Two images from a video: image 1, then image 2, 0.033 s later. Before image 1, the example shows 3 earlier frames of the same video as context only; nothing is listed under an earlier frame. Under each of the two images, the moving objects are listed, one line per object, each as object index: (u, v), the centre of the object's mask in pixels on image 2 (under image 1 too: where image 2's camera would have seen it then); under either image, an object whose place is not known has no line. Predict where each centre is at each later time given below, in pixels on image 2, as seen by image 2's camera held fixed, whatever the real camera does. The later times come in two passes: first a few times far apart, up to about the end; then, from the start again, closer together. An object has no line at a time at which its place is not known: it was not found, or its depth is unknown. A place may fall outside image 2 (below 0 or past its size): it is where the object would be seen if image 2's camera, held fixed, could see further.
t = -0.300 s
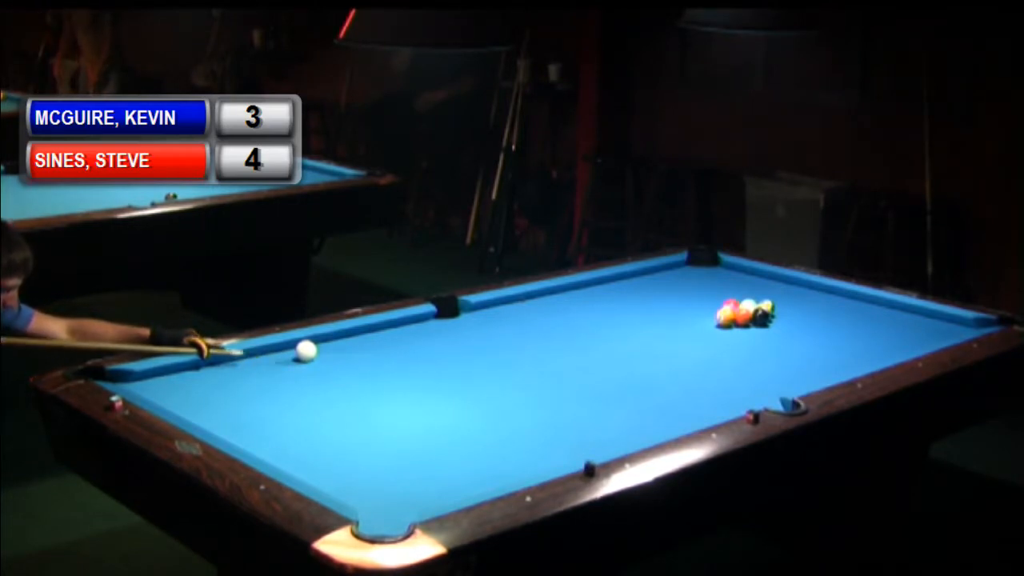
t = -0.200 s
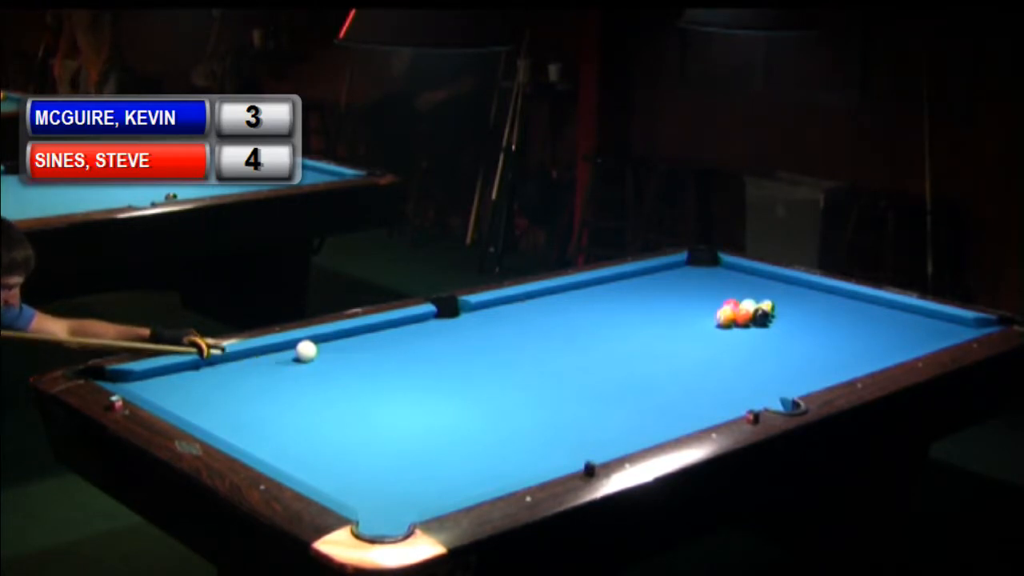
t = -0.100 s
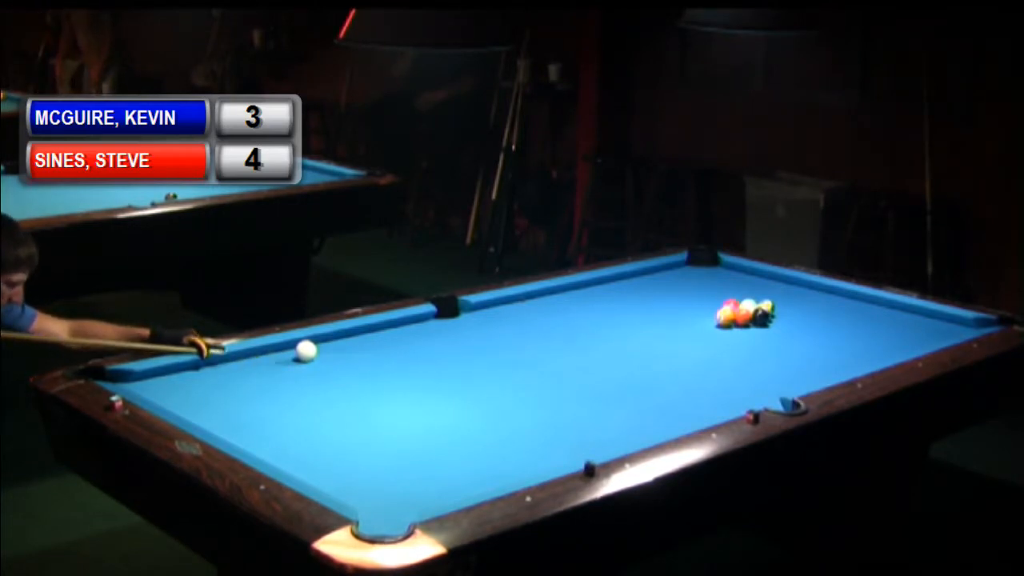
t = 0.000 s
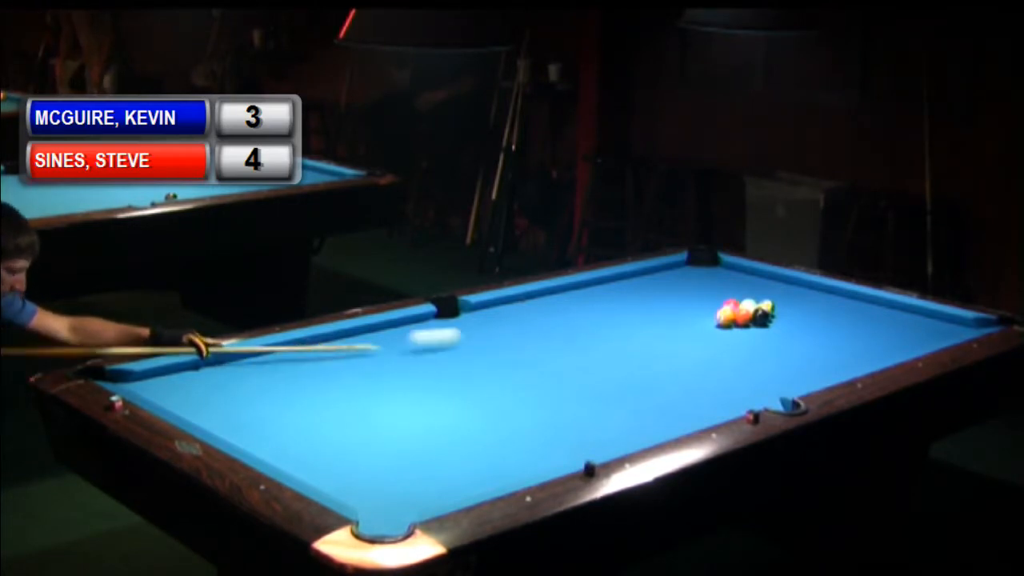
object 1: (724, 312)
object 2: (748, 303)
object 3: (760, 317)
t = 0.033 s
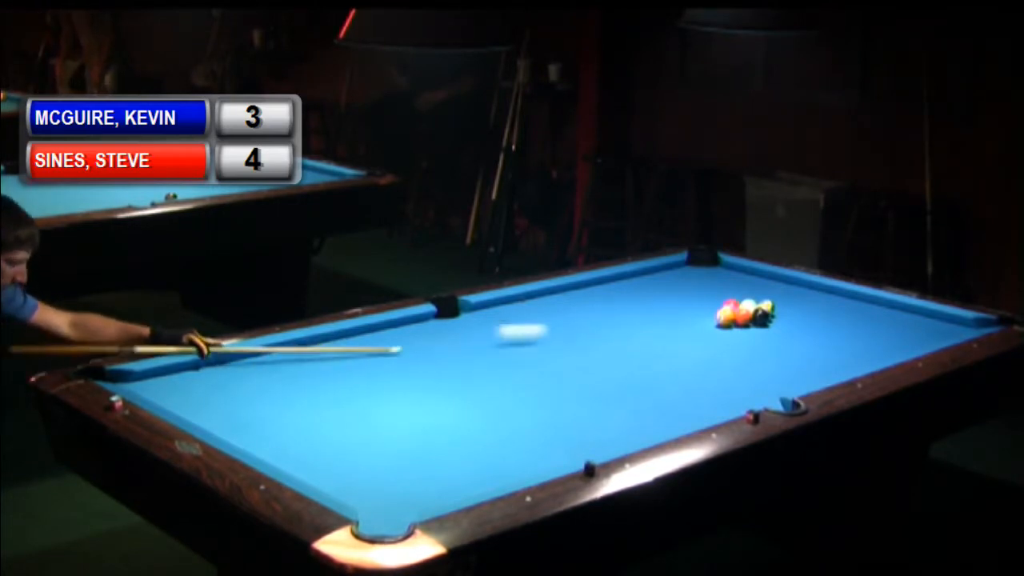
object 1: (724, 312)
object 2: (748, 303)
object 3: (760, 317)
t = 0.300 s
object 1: (727, 329)
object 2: (757, 289)
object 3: (935, 323)
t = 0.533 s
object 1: (728, 348)
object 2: (762, 273)
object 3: (821, 293)
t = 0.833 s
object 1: (729, 371)
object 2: (712, 271)
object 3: (693, 275)
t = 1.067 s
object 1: (730, 391)
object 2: (680, 266)
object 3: (641, 282)
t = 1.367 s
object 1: (712, 408)
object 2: (682, 270)
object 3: (623, 306)
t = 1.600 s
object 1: (671, 411)
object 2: (688, 275)
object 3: (588, 322)
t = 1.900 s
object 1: (617, 414)
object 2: (695, 281)
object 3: (535, 340)
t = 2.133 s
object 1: (577, 417)
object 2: (701, 285)
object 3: (491, 356)
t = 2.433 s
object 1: (529, 422)
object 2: (708, 291)
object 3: (430, 377)
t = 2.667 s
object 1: (492, 424)
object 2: (712, 294)
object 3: (379, 395)
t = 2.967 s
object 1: (449, 427)
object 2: (717, 299)
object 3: (314, 418)
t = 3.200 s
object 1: (416, 429)
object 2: (721, 301)
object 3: (258, 437)
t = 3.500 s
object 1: (376, 433)
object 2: (724, 304)
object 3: (282, 443)
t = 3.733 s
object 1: (347, 434)
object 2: (725, 305)
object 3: (325, 442)
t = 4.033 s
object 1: (331, 426)
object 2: (725, 306)
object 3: (359, 450)
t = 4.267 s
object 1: (320, 421)
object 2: (726, 306)
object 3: (358, 455)
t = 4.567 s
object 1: (307, 416)
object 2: (726, 306)
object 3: (351, 460)
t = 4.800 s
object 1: (297, 412)
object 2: (725, 306)
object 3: (347, 464)
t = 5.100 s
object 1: (287, 408)
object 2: (726, 306)
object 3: (342, 468)
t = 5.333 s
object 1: (280, 406)
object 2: (725, 306)
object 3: (340, 470)
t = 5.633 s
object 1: (272, 403)
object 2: (726, 306)
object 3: (337, 471)
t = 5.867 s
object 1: (268, 401)
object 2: (725, 306)
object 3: (336, 472)
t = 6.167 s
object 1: (265, 400)
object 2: (726, 305)
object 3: (336, 472)
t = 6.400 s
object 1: (264, 399)
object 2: (726, 306)
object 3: (336, 472)
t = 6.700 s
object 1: (263, 399)
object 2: (726, 305)
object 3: (336, 472)
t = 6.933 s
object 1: (263, 399)
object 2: (726, 305)
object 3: (336, 472)
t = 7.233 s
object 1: (263, 398)
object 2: (726, 305)
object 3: (336, 472)
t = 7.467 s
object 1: (263, 398)
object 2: (725, 305)
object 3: (336, 472)
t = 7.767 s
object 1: (263, 399)
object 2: (726, 305)
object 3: (336, 472)
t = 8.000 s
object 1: (263, 399)
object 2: (726, 305)
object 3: (336, 472)
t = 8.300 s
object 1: (263, 399)
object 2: (726, 306)
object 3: (336, 472)
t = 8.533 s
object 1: (263, 399)
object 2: (726, 305)
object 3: (336, 472)
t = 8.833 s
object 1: (263, 399)
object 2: (726, 305)
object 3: (336, 472)
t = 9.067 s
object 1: (263, 399)
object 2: (726, 305)
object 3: (336, 472)
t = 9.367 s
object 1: (263, 399)
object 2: (726, 306)
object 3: (336, 472)
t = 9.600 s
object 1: (263, 399)
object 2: (726, 305)
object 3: (336, 472)
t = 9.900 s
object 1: (263, 398)
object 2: (726, 305)
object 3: (336, 472)
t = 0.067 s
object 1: (724, 312)
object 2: (748, 303)
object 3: (760, 317)
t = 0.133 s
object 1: (725, 312)
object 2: (749, 302)
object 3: (796, 322)
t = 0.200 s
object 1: (726, 323)
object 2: (753, 298)
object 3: (898, 330)
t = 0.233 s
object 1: (726, 325)
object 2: (755, 295)
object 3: (946, 331)
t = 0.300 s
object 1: (727, 329)
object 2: (757, 289)
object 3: (935, 323)
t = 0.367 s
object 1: (727, 334)
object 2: (759, 284)
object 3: (903, 309)
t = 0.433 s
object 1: (727, 340)
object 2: (761, 279)
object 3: (871, 300)
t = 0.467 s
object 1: (727, 343)
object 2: (762, 276)
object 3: (853, 298)
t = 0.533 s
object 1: (728, 348)
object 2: (762, 273)
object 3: (821, 293)
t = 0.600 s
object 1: (728, 354)
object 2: (750, 273)
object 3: (791, 289)
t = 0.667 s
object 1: (728, 358)
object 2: (738, 272)
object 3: (763, 285)
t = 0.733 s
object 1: (728, 364)
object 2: (726, 271)
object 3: (735, 280)
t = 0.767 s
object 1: (728, 366)
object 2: (722, 269)
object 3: (721, 278)
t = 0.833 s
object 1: (729, 371)
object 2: (712, 271)
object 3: (693, 275)
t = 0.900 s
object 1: (729, 377)
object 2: (702, 269)
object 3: (665, 274)
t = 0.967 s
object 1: (730, 382)
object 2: (693, 268)
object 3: (646, 273)
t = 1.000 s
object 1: (730, 385)
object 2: (688, 267)
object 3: (644, 277)
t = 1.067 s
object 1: (730, 391)
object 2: (680, 266)
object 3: (641, 282)
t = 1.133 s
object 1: (731, 397)
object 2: (676, 265)
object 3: (637, 287)
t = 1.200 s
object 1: (731, 401)
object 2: (678, 267)
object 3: (634, 292)
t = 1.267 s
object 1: (731, 405)
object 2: (680, 268)
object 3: (629, 298)
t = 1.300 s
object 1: (725, 406)
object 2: (680, 269)
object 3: (628, 301)
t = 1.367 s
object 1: (712, 408)
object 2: (682, 270)
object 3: (623, 306)
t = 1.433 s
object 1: (700, 410)
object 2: (684, 272)
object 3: (617, 312)
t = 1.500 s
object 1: (689, 411)
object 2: (686, 273)
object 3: (606, 315)
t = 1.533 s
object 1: (683, 411)
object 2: (687, 274)
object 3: (600, 318)
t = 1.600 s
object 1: (671, 411)
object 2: (688, 275)
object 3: (588, 322)
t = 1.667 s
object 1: (659, 411)
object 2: (690, 276)
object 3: (577, 325)
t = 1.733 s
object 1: (647, 412)
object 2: (692, 278)
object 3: (565, 330)
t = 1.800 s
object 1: (635, 413)
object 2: (693, 279)
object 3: (554, 334)
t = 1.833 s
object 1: (629, 413)
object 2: (694, 279)
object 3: (547, 336)
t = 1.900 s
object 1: (617, 414)
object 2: (695, 281)
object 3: (535, 340)
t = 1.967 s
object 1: (605, 414)
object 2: (697, 282)
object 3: (523, 345)
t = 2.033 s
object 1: (594, 415)
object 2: (699, 283)
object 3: (510, 349)
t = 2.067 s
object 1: (588, 416)
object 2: (699, 284)
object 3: (504, 351)
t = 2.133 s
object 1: (577, 417)
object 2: (701, 285)
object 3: (491, 356)
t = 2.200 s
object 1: (566, 418)
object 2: (702, 287)
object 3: (477, 360)
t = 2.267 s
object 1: (555, 420)
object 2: (704, 288)
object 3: (464, 365)
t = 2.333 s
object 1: (544, 420)
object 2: (705, 289)
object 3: (450, 370)
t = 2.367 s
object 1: (539, 421)
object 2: (706, 290)
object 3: (443, 373)
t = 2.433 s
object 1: (529, 422)
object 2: (708, 291)
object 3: (430, 377)
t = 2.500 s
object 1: (518, 423)
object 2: (709, 292)
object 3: (415, 382)
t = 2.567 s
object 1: (507, 423)
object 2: (710, 293)
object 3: (401, 388)
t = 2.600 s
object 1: (502, 424)
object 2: (711, 293)
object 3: (393, 390)
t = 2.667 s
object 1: (492, 424)
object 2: (712, 294)
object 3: (379, 395)
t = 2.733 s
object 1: (484, 425)
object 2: (713, 295)
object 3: (368, 399)
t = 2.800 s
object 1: (474, 426)
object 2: (714, 296)
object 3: (353, 404)
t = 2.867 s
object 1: (464, 426)
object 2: (716, 297)
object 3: (337, 409)
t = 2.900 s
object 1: (459, 426)
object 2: (716, 298)
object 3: (330, 412)
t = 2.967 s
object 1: (449, 427)
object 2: (717, 299)
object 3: (314, 418)
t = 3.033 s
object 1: (439, 427)
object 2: (719, 299)
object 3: (298, 423)
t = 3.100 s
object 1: (430, 428)
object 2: (720, 300)
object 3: (282, 429)
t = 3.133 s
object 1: (425, 429)
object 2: (720, 301)
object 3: (274, 431)
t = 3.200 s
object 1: (416, 429)
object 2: (721, 301)
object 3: (258, 437)
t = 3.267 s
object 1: (407, 430)
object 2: (722, 302)
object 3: (243, 439)
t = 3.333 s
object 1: (398, 431)
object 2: (723, 303)
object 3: (250, 442)
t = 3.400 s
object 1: (389, 431)
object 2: (724, 303)
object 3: (262, 443)
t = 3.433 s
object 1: (384, 432)
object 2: (724, 304)
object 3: (269, 443)
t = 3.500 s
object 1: (376, 433)
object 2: (724, 304)
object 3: (282, 443)
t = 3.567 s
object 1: (367, 433)
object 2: (724, 305)
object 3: (294, 442)
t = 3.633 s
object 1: (358, 434)
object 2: (725, 305)
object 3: (307, 442)
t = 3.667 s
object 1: (355, 434)
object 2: (725, 305)
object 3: (313, 442)
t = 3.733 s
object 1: (347, 434)
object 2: (725, 305)
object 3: (325, 442)
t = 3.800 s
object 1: (345, 429)
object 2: (725, 306)
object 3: (334, 442)
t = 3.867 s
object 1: (337, 429)
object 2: (725, 305)
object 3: (342, 445)
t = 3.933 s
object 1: (335, 429)
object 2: (725, 306)
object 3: (349, 446)
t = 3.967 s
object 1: (334, 428)
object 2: (725, 306)
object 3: (353, 447)
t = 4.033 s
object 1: (331, 426)
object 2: (725, 306)
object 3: (359, 450)
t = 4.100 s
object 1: (328, 425)
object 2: (725, 306)
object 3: (362, 451)
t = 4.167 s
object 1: (325, 423)
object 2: (725, 306)
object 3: (360, 453)
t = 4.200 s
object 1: (323, 422)
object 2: (725, 306)
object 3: (359, 453)
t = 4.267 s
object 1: (320, 421)
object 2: (726, 306)
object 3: (358, 455)
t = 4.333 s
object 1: (317, 420)
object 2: (726, 306)
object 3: (356, 456)
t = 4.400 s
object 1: (314, 419)
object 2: (726, 306)
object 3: (355, 457)
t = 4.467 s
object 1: (311, 417)
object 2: (726, 306)
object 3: (353, 459)
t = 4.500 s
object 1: (310, 417)
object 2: (726, 306)
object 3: (353, 459)
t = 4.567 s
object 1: (307, 416)
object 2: (726, 306)
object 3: (351, 460)
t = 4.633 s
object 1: (304, 414)
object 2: (725, 306)
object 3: (350, 462)
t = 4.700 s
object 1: (301, 413)
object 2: (725, 306)
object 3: (348, 463)
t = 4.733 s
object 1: (300, 413)
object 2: (725, 306)
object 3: (348, 463)
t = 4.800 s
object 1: (297, 412)
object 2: (725, 306)
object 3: (347, 464)
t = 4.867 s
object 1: (295, 411)
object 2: (725, 306)
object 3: (346, 465)
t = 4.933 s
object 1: (292, 410)
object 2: (726, 306)
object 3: (345, 466)
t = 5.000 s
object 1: (290, 409)
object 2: (726, 306)
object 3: (344, 467)
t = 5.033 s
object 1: (289, 409)
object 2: (726, 306)
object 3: (343, 467)
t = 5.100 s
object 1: (287, 408)
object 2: (726, 306)
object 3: (342, 468)
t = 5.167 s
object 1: (284, 407)
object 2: (726, 306)
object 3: (342, 469)
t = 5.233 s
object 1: (283, 407)
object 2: (726, 306)
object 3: (341, 469)
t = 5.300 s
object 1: (281, 406)
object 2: (726, 306)
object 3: (340, 470)
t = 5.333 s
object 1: (280, 406)
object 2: (725, 306)
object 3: (340, 470)
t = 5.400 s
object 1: (278, 405)
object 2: (726, 306)
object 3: (339, 470)
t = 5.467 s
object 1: (276, 404)
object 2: (726, 306)
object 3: (339, 471)
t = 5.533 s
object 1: (275, 404)
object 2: (726, 306)
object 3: (338, 471)
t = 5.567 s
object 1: (274, 403)
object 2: (726, 306)
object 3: (338, 471)
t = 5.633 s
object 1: (272, 403)
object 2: (726, 306)
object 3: (337, 471)
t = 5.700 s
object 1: (271, 402)
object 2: (726, 306)
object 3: (337, 472)
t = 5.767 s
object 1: (270, 402)
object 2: (725, 306)
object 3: (336, 472)
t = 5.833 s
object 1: (269, 402)
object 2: (725, 306)
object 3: (336, 472)
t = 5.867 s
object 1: (268, 401)
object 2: (725, 306)
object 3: (336, 472)
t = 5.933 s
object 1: (267, 401)
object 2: (725, 306)
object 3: (336, 472)
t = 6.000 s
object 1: (267, 400)
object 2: (725, 306)
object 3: (336, 472)
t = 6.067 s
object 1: (266, 400)
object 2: (725, 305)
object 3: (336, 472)
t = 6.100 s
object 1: (266, 400)
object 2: (725, 305)
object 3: (336, 472)
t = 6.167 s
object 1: (265, 400)
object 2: (726, 305)
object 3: (336, 472)
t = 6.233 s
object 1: (264, 400)
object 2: (725, 306)
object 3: (336, 472)
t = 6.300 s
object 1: (264, 399)
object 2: (726, 305)
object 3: (336, 472)
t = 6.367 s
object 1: (264, 399)
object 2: (726, 305)
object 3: (336, 472)
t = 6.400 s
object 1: (264, 399)
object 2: (726, 306)
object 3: (336, 472)
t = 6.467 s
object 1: (264, 399)
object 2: (726, 305)
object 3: (336, 472)
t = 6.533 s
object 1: (264, 399)
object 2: (726, 305)
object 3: (336, 472)
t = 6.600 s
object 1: (263, 399)
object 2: (726, 305)
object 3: (336, 472)
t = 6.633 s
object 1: (263, 399)
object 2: (726, 305)
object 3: (336, 472)
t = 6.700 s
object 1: (263, 399)
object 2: (726, 305)
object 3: (336, 472)
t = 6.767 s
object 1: (263, 399)
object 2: (726, 305)
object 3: (336, 472)
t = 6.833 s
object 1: (263, 399)
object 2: (726, 305)
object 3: (336, 472)
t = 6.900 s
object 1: (263, 399)
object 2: (726, 305)
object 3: (336, 472)
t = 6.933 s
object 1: (263, 399)
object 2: (726, 305)
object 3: (336, 472)
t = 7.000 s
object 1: (263, 399)
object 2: (726, 305)
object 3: (336, 472)
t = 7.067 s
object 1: (263, 399)
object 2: (726, 305)
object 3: (336, 472)
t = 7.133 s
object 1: (263, 399)
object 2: (726, 305)
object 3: (336, 472)
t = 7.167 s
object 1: (263, 398)
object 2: (726, 305)
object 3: (336, 472)
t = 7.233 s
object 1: (263, 398)
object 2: (726, 305)
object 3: (336, 472)
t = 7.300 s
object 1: (263, 398)
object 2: (726, 305)
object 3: (336, 472)
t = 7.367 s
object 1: (263, 398)
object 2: (726, 305)
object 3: (336, 472)
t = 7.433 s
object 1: (263, 398)
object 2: (726, 305)
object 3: (336, 472)
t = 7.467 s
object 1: (263, 398)
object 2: (725, 305)
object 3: (336, 472)
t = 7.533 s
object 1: (263, 399)
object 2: (725, 305)
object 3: (336, 472)
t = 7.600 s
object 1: (263, 399)
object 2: (725, 305)
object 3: (336, 472)
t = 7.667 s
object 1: (263, 398)
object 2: (726, 305)
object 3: (336, 472)
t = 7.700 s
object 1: (263, 398)
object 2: (725, 305)
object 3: (336, 472)
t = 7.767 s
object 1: (263, 399)
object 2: (726, 305)
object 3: (336, 472)
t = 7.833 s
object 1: (263, 399)
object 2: (726, 305)
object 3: (336, 472)
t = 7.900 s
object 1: (263, 399)
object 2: (726, 305)
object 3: (336, 472)
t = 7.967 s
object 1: (263, 399)
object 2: (726, 305)
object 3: (336, 472)
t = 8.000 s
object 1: (263, 399)
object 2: (726, 305)
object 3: (336, 472)
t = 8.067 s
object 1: (263, 399)
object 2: (726, 305)
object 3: (336, 472)
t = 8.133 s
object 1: (263, 398)
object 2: (726, 306)
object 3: (336, 472)
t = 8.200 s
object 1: (263, 398)
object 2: (726, 306)
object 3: (336, 472)
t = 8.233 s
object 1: (263, 398)
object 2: (726, 306)
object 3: (336, 472)
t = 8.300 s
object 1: (263, 399)
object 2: (726, 306)
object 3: (336, 472)
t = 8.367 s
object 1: (263, 399)
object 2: (726, 306)
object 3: (336, 472)
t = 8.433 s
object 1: (263, 399)
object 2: (726, 306)
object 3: (336, 472)
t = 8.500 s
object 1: (263, 399)
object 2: (726, 305)
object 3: (336, 472)
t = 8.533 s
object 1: (263, 399)
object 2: (726, 305)
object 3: (336, 472)
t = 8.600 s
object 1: (263, 399)
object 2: (726, 305)
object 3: (336, 472)
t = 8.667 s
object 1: (263, 399)
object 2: (726, 305)
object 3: (336, 472)
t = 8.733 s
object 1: (263, 399)
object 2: (726, 305)
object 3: (336, 472)
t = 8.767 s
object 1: (263, 399)
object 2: (726, 305)
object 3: (336, 472)
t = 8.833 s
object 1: (263, 399)
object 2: (726, 305)
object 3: (336, 472)
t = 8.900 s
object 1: (263, 399)
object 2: (726, 305)
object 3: (336, 472)
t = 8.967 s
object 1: (263, 399)
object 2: (726, 305)
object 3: (336, 472)
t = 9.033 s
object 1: (263, 399)
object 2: (726, 305)
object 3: (336, 472)
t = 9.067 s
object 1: (263, 399)
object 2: (726, 305)
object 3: (336, 472)
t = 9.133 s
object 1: (263, 399)
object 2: (726, 305)
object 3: (336, 472)
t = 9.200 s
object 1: (263, 399)
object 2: (726, 305)
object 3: (336, 472)
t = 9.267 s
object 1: (263, 399)
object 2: (726, 305)
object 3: (336, 472)
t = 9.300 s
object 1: (263, 399)
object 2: (726, 305)
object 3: (336, 472)
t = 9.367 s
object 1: (263, 399)
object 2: (726, 306)
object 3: (336, 472)
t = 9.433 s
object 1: (263, 399)
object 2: (726, 305)
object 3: (336, 472)
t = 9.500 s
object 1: (263, 399)
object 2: (726, 305)
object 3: (336, 472)
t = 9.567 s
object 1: (263, 399)
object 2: (726, 305)
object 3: (336, 472)
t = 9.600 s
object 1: (263, 399)
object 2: (726, 305)
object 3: (336, 472)
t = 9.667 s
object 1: (263, 399)
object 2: (726, 305)
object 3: (336, 472)
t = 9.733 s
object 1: (263, 399)
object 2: (726, 305)
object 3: (336, 472)
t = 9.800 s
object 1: (263, 399)
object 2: (726, 305)
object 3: (336, 472)
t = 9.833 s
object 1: (263, 398)
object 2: (726, 305)
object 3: (336, 472)
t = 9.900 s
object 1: (263, 398)
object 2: (726, 305)
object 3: (336, 472)
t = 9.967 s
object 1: (263, 398)
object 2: (726, 305)
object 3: (336, 472)
